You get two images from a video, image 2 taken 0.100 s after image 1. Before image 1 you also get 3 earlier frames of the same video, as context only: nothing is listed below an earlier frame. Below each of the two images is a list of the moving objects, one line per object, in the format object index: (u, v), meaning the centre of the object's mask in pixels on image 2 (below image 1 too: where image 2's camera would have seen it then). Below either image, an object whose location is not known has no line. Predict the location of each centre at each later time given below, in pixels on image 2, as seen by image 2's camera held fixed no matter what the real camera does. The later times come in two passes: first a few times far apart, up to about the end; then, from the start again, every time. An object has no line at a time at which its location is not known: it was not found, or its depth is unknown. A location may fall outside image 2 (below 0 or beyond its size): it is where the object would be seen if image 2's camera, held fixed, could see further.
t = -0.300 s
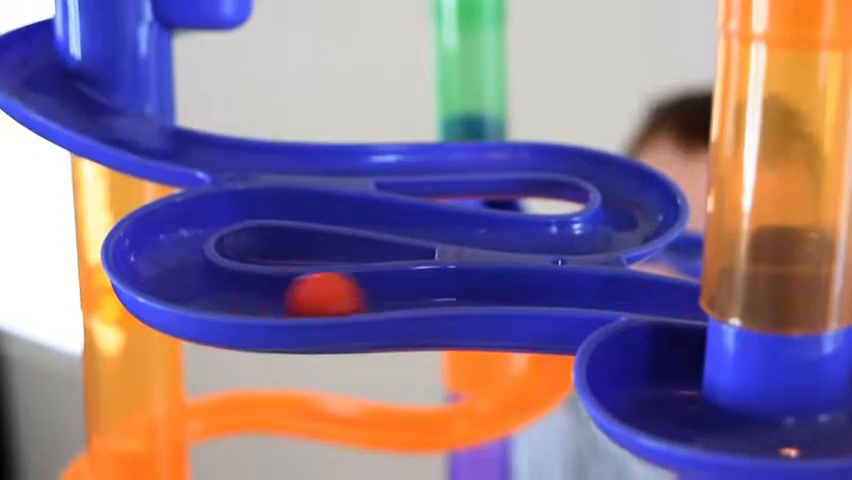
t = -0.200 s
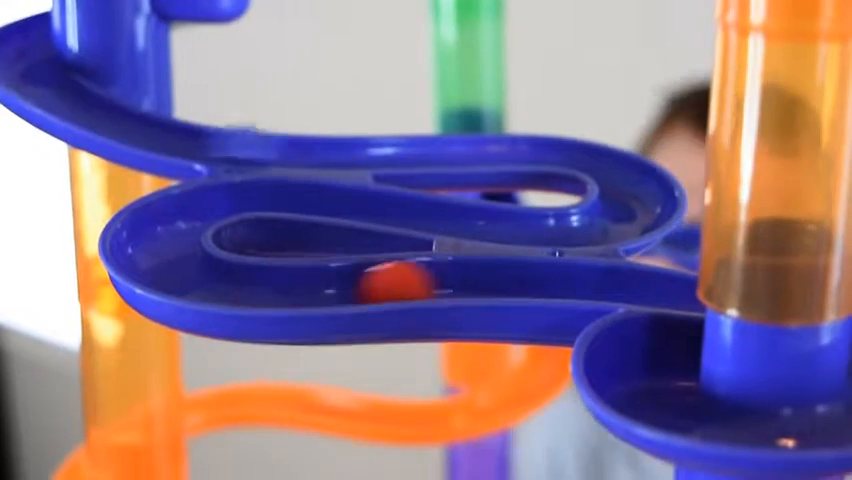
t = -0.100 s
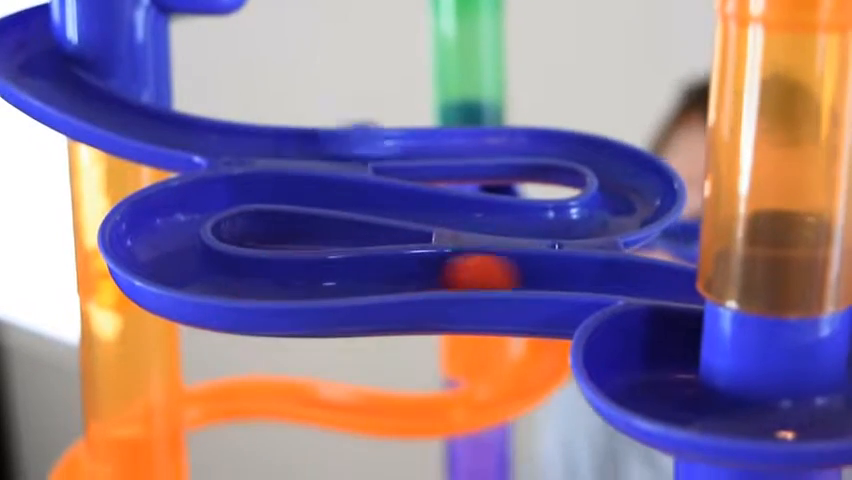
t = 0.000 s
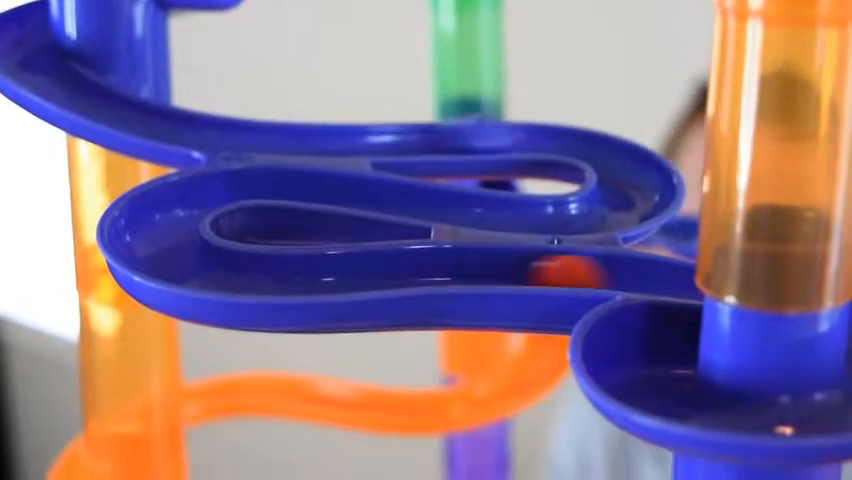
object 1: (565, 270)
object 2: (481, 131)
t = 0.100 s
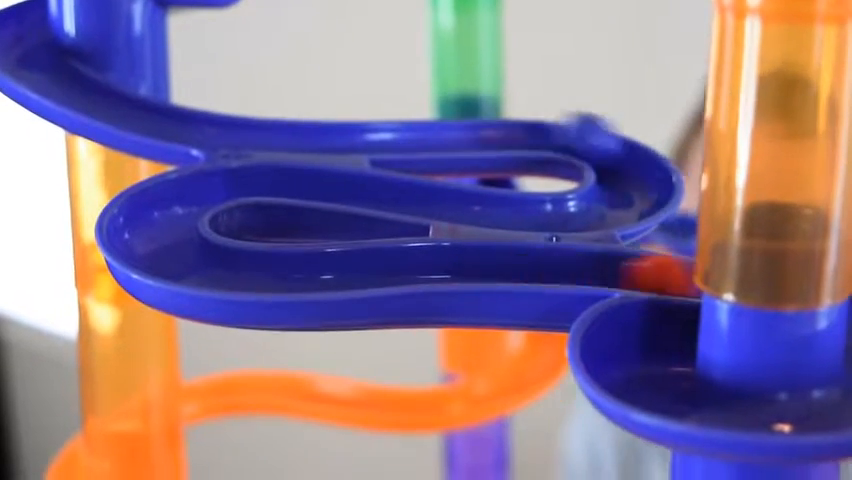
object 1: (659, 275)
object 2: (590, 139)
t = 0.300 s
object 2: (601, 204)
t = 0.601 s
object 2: (372, 192)
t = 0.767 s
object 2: (267, 185)
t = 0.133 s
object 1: (675, 276)
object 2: (619, 151)
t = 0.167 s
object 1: (689, 283)
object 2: (636, 162)
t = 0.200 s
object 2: (642, 176)
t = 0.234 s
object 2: (635, 187)
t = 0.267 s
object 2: (619, 197)
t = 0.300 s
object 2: (601, 204)
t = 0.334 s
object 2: (571, 209)
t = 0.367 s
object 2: (536, 210)
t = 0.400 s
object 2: (510, 208)
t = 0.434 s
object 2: (481, 205)
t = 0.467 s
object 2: (458, 204)
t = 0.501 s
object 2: (438, 200)
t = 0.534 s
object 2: (414, 198)
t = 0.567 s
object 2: (393, 196)
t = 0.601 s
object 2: (372, 192)
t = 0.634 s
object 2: (351, 191)
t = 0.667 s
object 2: (329, 189)
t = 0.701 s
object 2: (309, 187)
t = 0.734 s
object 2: (288, 186)
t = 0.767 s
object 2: (267, 185)
